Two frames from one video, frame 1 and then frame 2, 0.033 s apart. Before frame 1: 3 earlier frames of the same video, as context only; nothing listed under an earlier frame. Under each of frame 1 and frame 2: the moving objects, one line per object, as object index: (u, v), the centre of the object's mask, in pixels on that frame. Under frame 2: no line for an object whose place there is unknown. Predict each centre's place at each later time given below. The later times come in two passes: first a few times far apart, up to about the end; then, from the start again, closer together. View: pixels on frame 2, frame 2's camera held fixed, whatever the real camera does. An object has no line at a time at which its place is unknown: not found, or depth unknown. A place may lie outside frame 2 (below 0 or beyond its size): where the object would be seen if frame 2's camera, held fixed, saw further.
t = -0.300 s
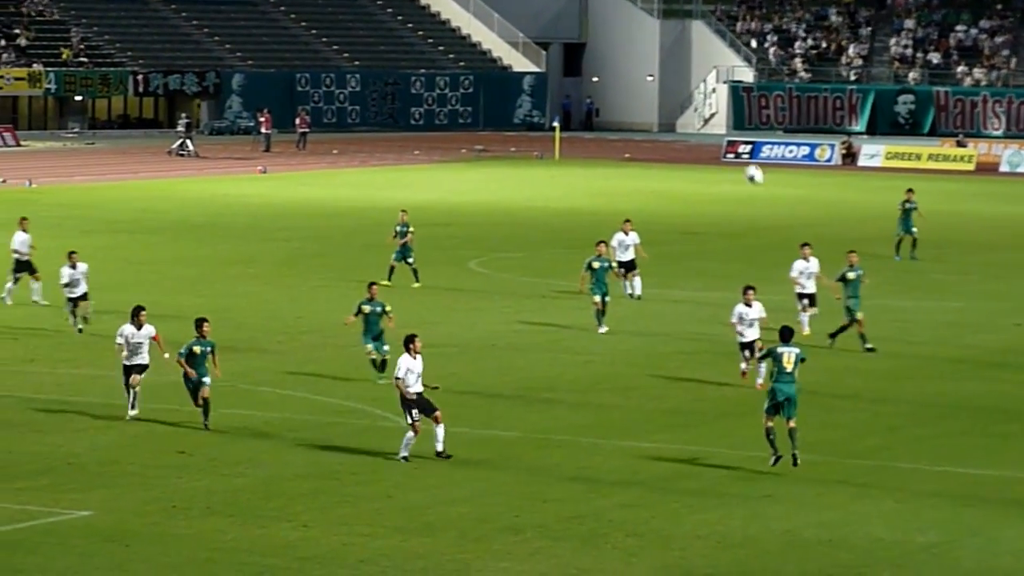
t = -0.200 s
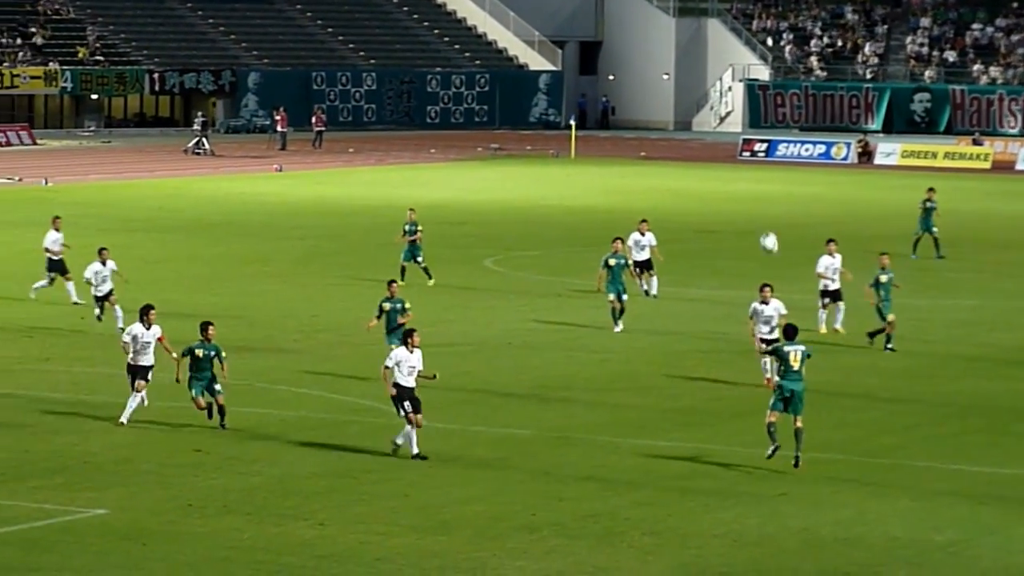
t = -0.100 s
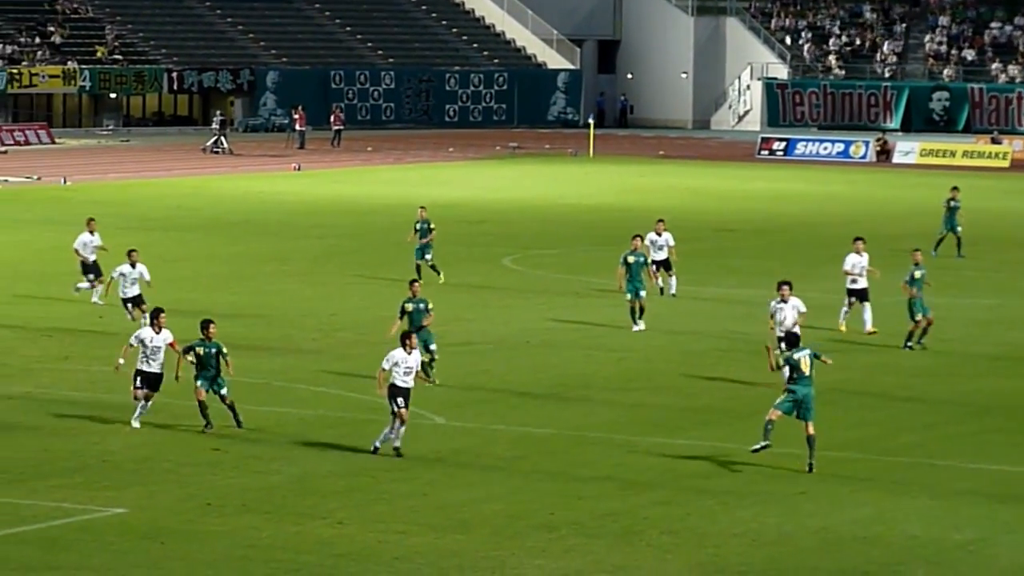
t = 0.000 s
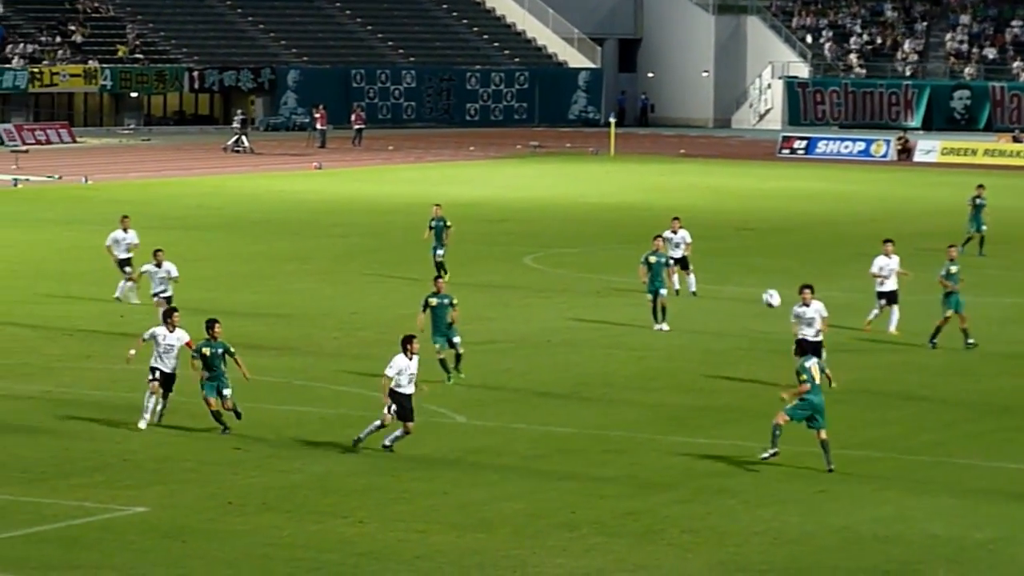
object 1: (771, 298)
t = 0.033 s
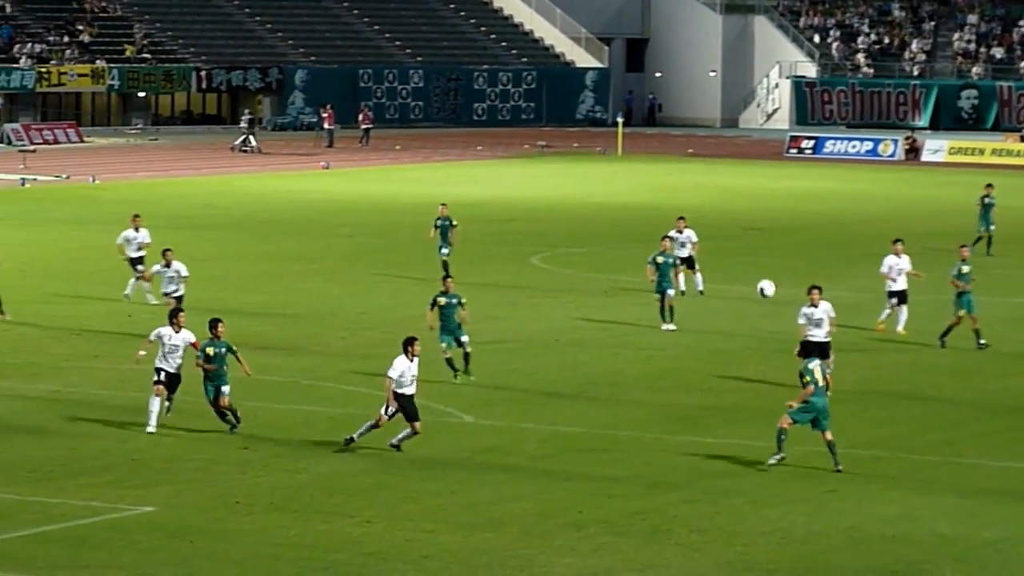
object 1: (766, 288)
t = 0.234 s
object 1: (687, 248)
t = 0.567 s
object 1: (553, 249)
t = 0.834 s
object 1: (441, 315)
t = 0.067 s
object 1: (752, 279)
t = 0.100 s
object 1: (739, 271)
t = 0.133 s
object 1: (726, 264)
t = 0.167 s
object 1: (713, 258)
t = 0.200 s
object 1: (700, 252)
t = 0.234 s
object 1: (687, 248)
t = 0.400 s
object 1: (620, 238)
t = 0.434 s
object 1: (606, 238)
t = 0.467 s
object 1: (593, 240)
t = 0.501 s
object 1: (580, 242)
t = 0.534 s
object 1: (566, 245)
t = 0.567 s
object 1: (553, 249)
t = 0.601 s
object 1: (539, 254)
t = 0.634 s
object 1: (526, 259)
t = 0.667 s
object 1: (512, 266)
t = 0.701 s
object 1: (498, 274)
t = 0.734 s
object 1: (484, 283)
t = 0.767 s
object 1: (468, 293)
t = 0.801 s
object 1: (455, 304)
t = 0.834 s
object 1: (441, 315)
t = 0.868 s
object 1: (428, 327)
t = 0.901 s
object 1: (414, 340)
